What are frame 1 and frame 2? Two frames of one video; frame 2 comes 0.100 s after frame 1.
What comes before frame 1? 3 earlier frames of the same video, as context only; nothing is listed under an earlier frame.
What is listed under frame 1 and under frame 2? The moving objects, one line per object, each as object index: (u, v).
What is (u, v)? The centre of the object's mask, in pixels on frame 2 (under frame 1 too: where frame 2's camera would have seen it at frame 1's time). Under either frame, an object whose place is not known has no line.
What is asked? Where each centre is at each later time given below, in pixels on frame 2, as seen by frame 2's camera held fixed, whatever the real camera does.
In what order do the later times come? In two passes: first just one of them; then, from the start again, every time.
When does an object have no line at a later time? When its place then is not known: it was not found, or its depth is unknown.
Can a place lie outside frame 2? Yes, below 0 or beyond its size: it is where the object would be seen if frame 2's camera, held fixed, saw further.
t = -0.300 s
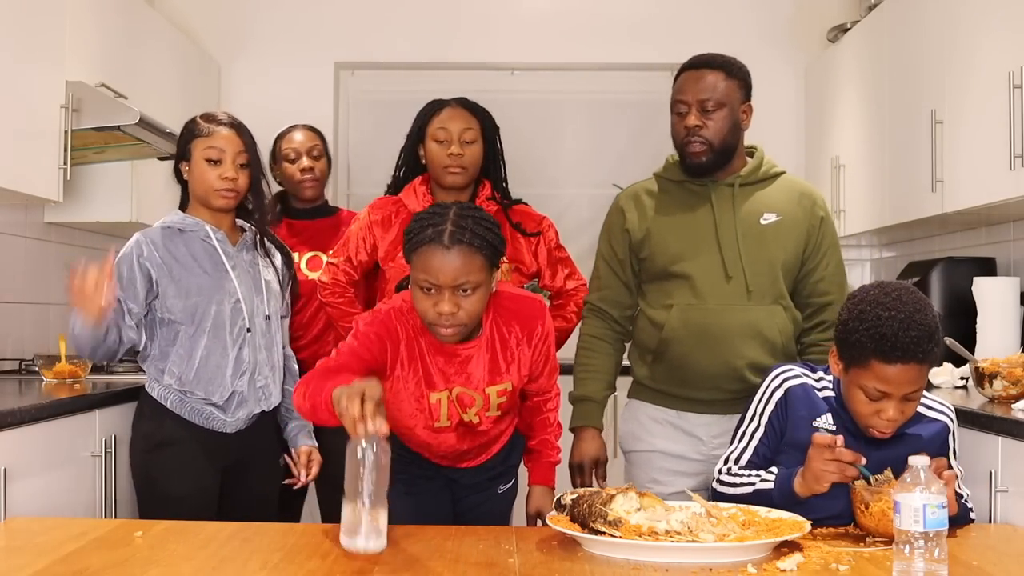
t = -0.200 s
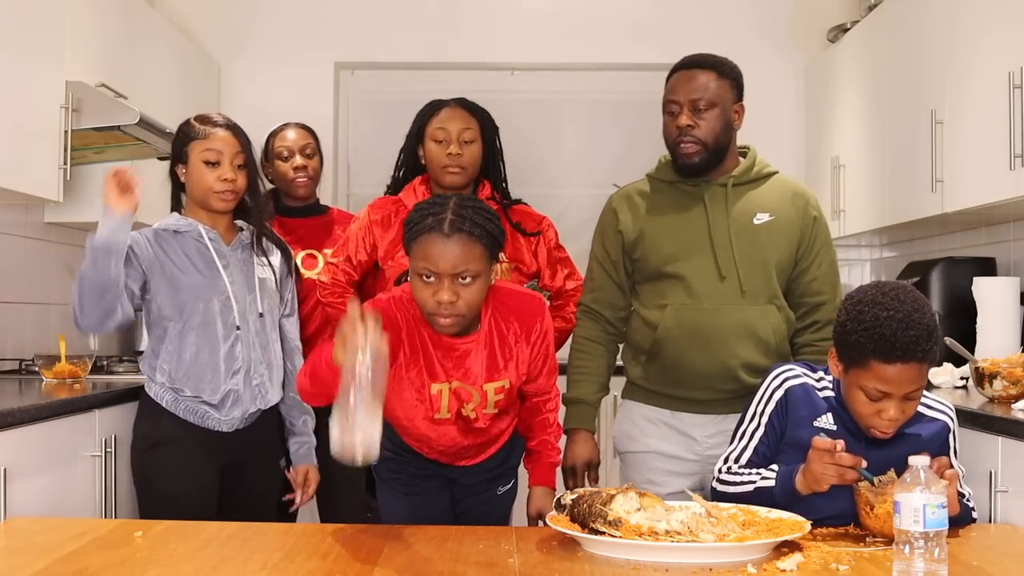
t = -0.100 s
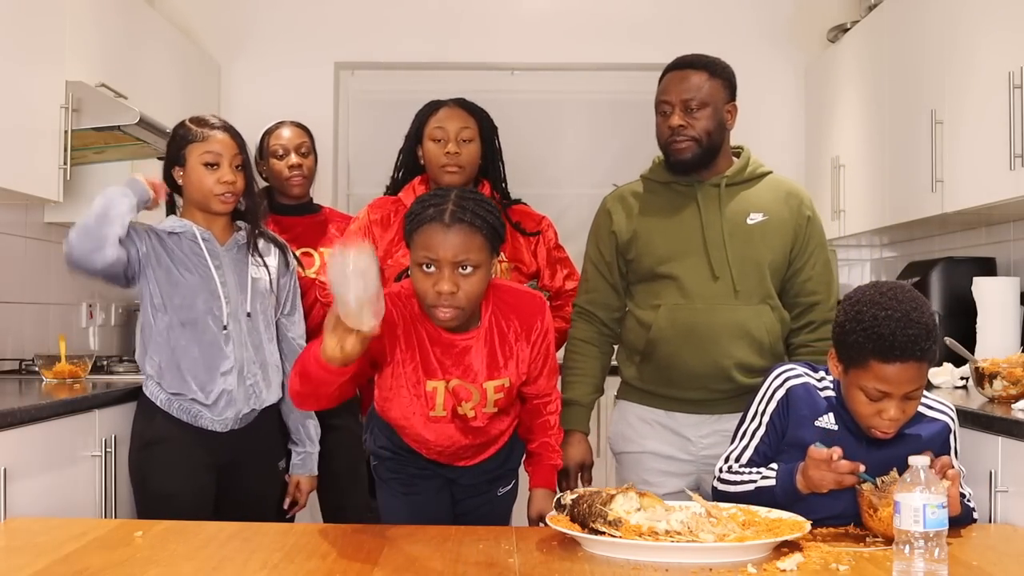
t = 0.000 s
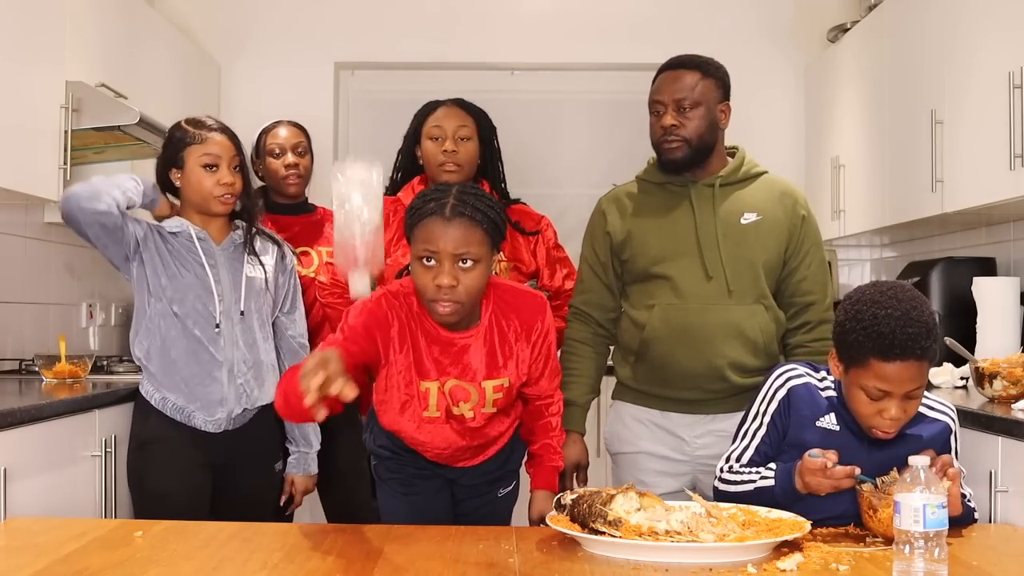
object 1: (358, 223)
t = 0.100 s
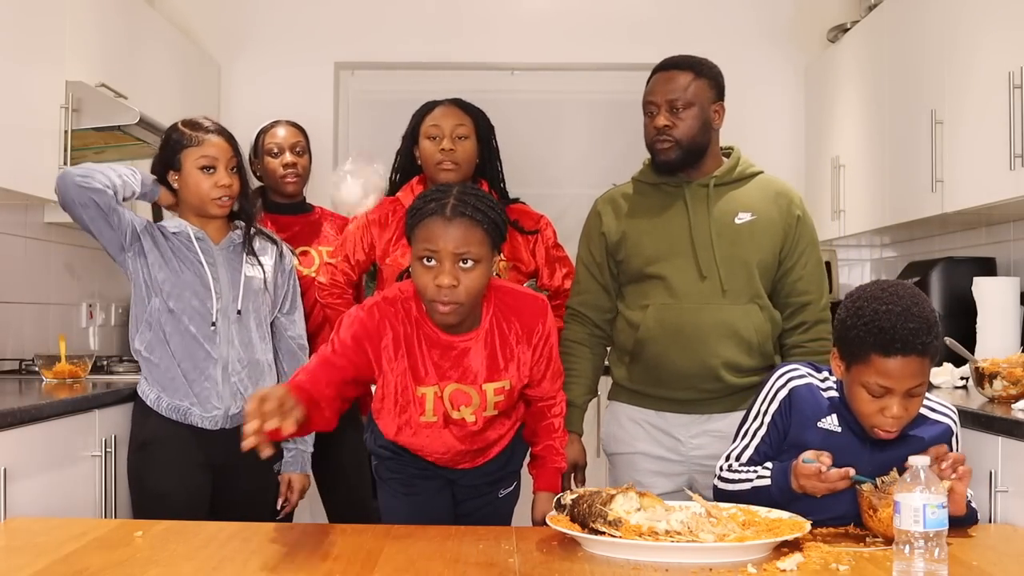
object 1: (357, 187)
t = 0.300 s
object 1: (356, 375)
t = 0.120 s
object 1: (358, 190)
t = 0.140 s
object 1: (359, 196)
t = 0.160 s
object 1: (360, 208)
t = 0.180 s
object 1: (360, 222)
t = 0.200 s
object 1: (358, 239)
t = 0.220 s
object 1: (357, 259)
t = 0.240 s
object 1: (357, 283)
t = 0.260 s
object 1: (357, 311)
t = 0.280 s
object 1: (356, 341)
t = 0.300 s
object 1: (356, 375)
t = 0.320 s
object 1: (356, 414)
